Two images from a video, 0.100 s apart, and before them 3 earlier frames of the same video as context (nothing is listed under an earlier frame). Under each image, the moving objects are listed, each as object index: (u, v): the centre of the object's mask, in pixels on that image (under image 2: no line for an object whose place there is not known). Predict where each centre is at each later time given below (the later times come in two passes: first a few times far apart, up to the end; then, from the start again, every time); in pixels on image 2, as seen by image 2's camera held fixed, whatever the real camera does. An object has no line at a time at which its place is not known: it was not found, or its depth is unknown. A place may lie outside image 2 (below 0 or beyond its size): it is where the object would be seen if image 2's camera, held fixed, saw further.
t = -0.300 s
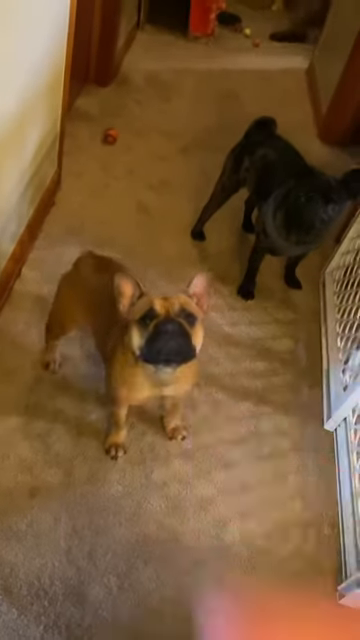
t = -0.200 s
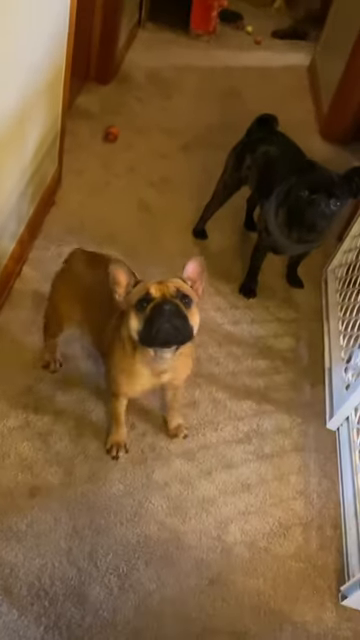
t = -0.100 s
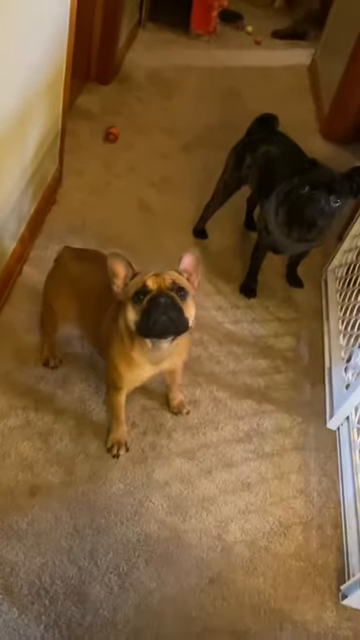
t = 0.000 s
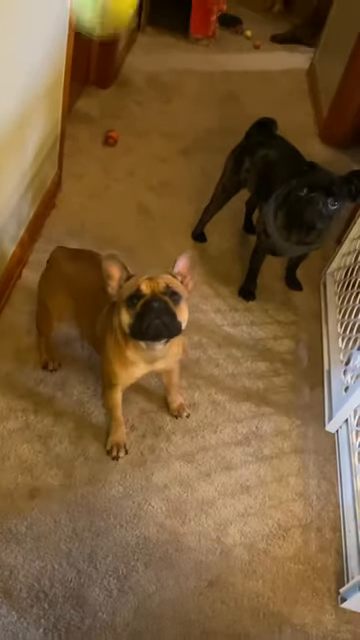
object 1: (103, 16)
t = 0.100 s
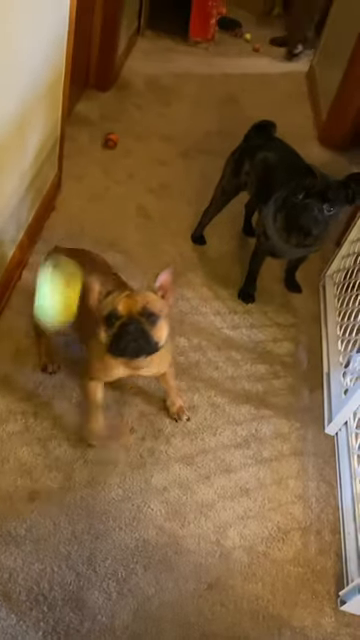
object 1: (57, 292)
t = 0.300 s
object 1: (29, 491)
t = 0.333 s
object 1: (34, 455)
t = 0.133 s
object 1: (46, 364)
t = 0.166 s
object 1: (37, 422)
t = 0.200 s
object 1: (31, 472)
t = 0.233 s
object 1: (26, 513)
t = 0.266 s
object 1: (24, 526)
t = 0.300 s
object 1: (29, 491)
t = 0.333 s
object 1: (34, 455)
